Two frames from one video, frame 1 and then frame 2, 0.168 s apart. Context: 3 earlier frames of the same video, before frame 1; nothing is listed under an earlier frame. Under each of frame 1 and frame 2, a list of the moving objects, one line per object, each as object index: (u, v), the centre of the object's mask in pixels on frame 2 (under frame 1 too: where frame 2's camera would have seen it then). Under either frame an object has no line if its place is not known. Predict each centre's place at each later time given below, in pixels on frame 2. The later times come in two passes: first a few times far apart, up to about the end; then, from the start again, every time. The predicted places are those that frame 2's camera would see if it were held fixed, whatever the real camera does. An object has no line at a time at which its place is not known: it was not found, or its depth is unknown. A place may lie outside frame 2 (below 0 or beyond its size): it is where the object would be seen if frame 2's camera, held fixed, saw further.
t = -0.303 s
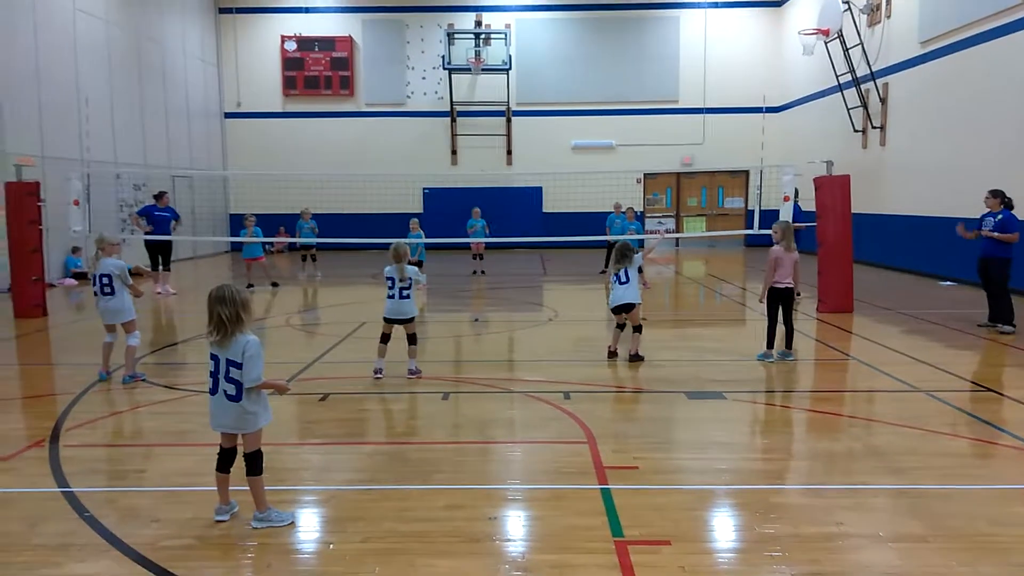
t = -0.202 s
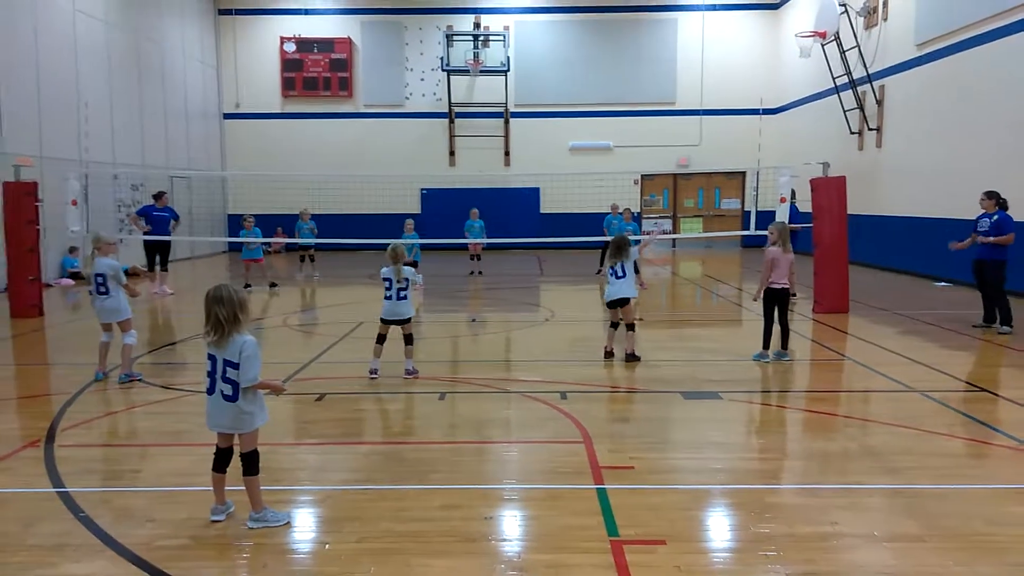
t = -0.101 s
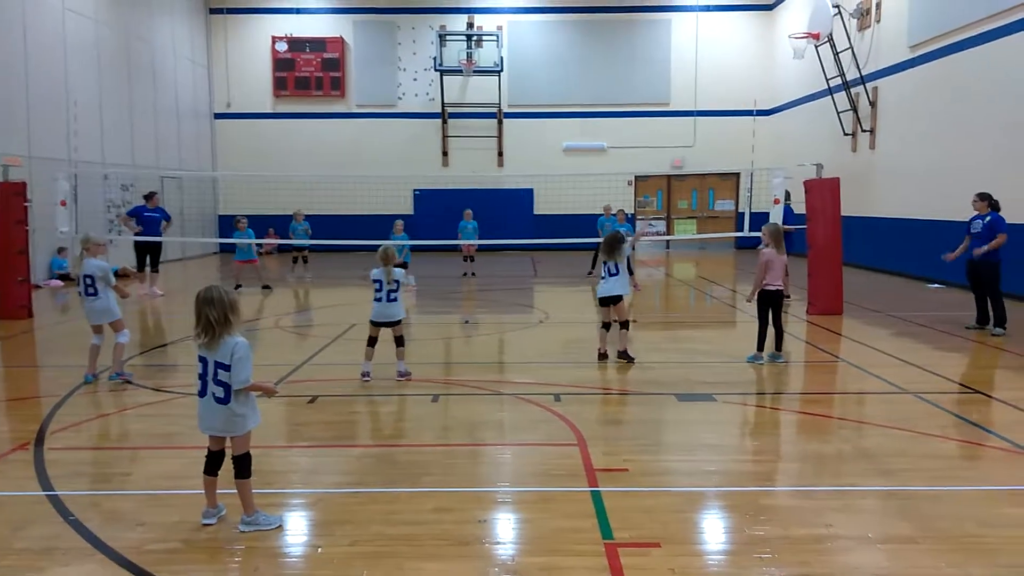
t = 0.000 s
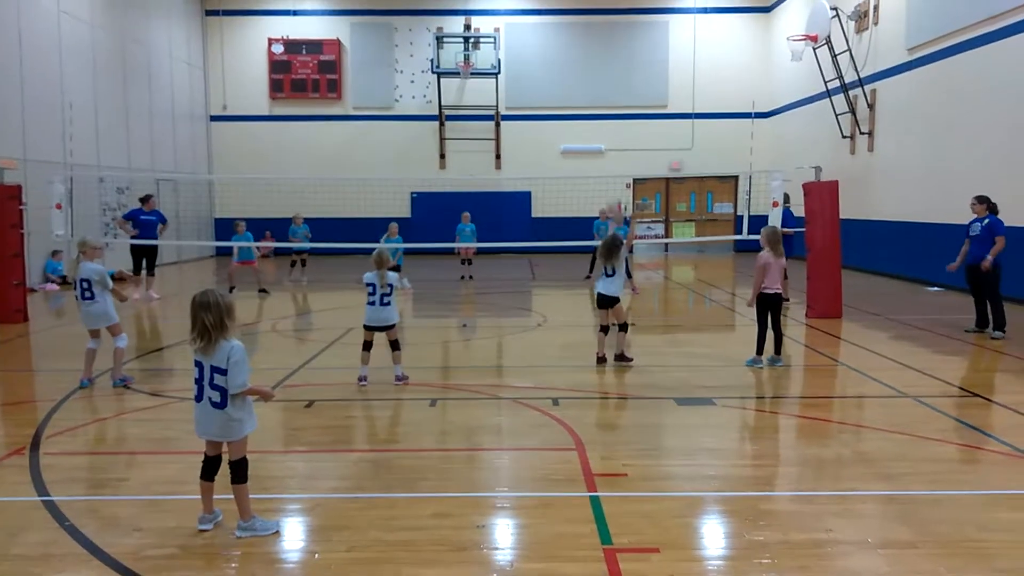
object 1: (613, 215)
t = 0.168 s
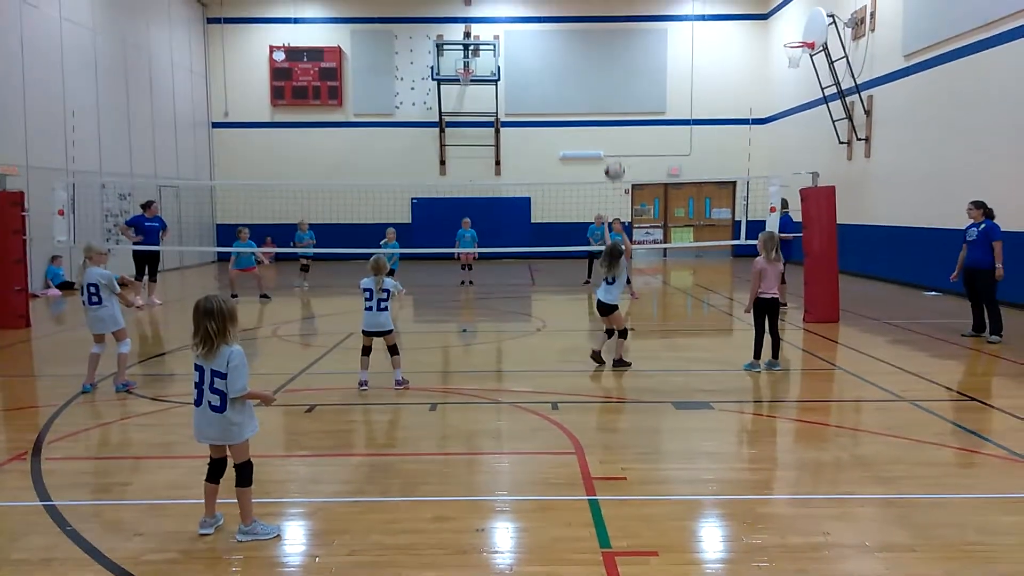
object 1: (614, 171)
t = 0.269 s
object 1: (613, 158)
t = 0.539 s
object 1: (610, 167)
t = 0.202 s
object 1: (614, 166)
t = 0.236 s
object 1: (613, 162)
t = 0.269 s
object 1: (613, 158)
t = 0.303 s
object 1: (612, 156)
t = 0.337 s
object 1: (612, 154)
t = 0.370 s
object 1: (612, 154)
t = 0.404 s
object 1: (611, 155)
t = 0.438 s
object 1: (610, 157)
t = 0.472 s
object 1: (611, 159)
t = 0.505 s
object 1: (611, 163)
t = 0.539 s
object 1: (610, 167)
